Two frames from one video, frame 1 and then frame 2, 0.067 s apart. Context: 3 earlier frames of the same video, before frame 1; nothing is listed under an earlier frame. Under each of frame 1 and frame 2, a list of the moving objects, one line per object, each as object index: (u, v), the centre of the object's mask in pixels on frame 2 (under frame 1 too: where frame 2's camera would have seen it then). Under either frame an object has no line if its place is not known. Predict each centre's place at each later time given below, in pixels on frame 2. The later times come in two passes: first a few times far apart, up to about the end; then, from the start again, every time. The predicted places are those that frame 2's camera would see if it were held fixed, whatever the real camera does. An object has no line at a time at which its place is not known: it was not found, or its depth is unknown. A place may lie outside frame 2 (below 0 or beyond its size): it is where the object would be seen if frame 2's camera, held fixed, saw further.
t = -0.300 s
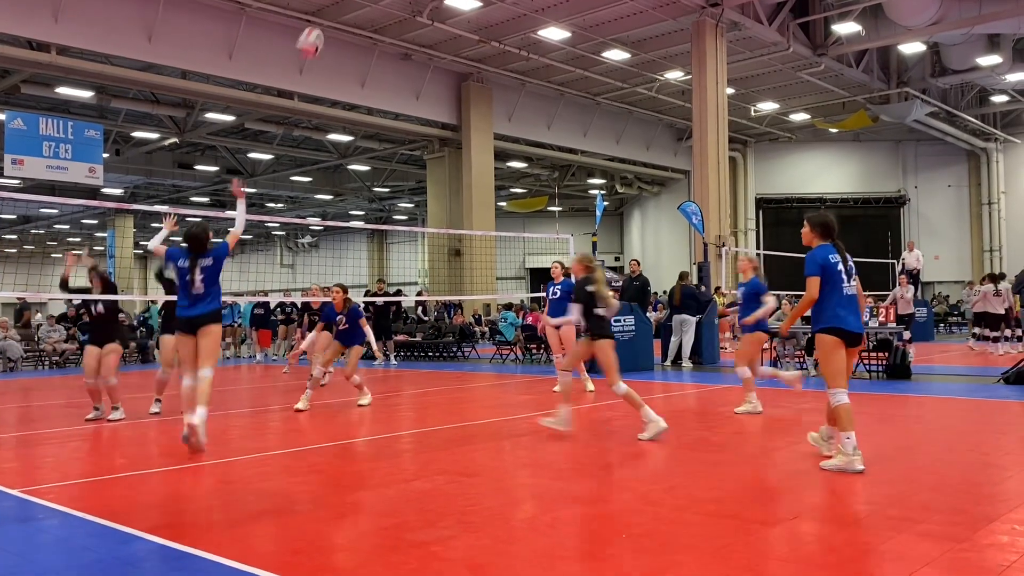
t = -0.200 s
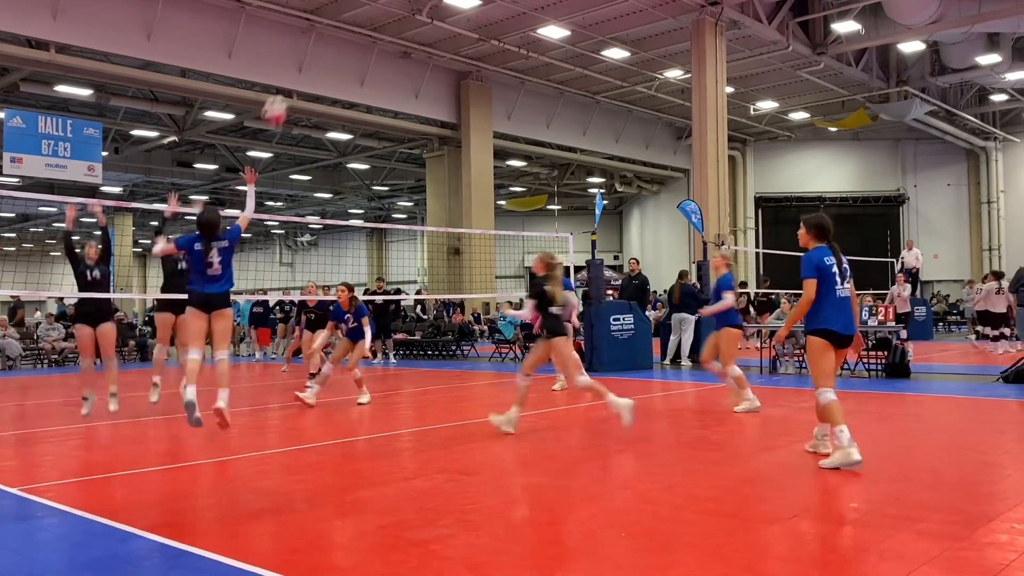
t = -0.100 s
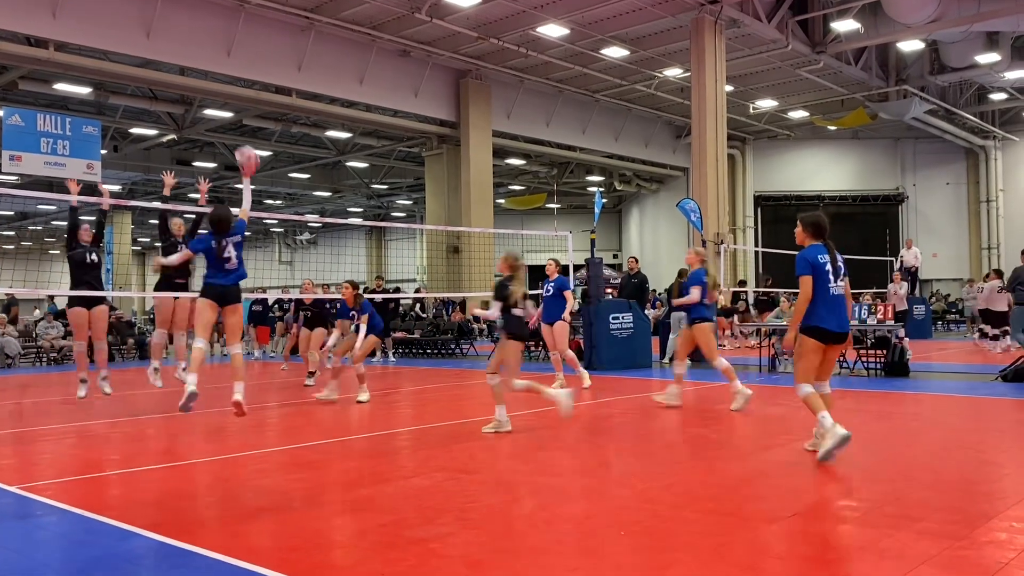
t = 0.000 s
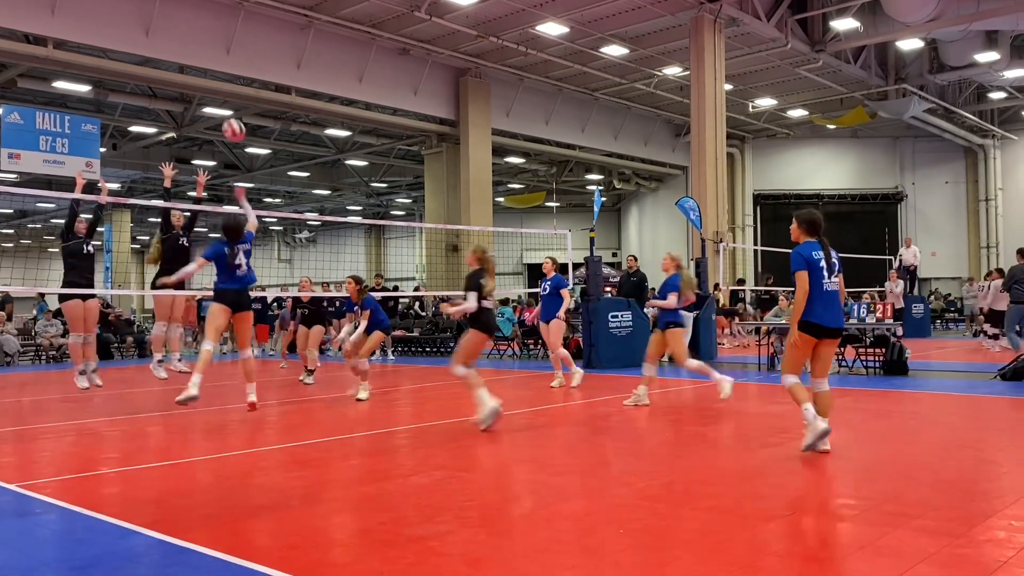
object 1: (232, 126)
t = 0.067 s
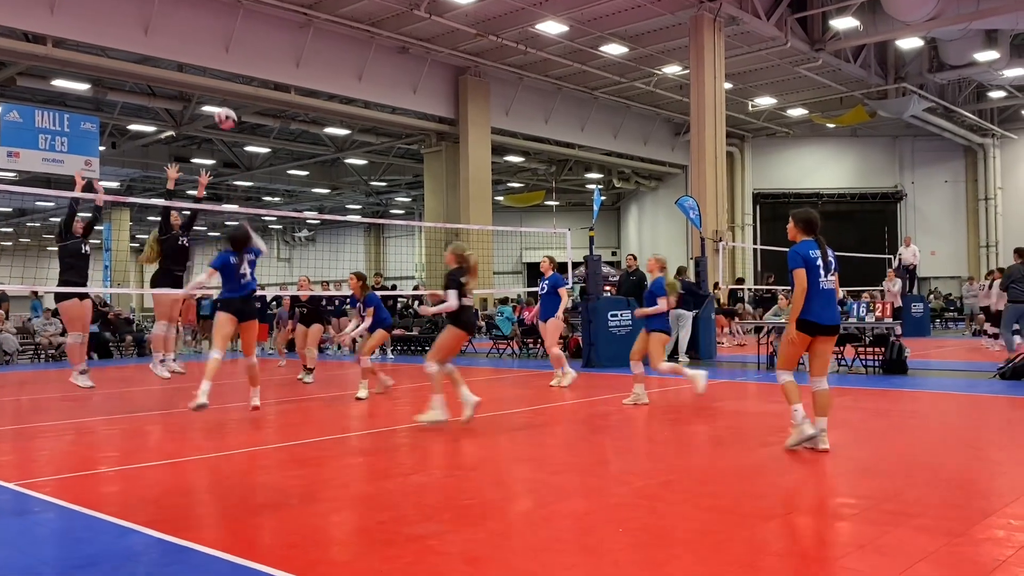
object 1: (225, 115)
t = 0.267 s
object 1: (207, 115)
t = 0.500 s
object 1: (192, 150)
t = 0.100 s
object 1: (223, 110)
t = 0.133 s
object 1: (219, 113)
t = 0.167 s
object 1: (216, 112)
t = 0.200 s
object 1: (213, 112)
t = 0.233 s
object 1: (210, 113)
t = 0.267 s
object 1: (207, 115)
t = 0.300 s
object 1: (206, 118)
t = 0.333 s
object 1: (203, 121)
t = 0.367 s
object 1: (200, 126)
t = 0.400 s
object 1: (199, 131)
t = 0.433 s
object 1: (196, 137)
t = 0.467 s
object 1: (194, 143)
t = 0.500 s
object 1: (192, 150)
